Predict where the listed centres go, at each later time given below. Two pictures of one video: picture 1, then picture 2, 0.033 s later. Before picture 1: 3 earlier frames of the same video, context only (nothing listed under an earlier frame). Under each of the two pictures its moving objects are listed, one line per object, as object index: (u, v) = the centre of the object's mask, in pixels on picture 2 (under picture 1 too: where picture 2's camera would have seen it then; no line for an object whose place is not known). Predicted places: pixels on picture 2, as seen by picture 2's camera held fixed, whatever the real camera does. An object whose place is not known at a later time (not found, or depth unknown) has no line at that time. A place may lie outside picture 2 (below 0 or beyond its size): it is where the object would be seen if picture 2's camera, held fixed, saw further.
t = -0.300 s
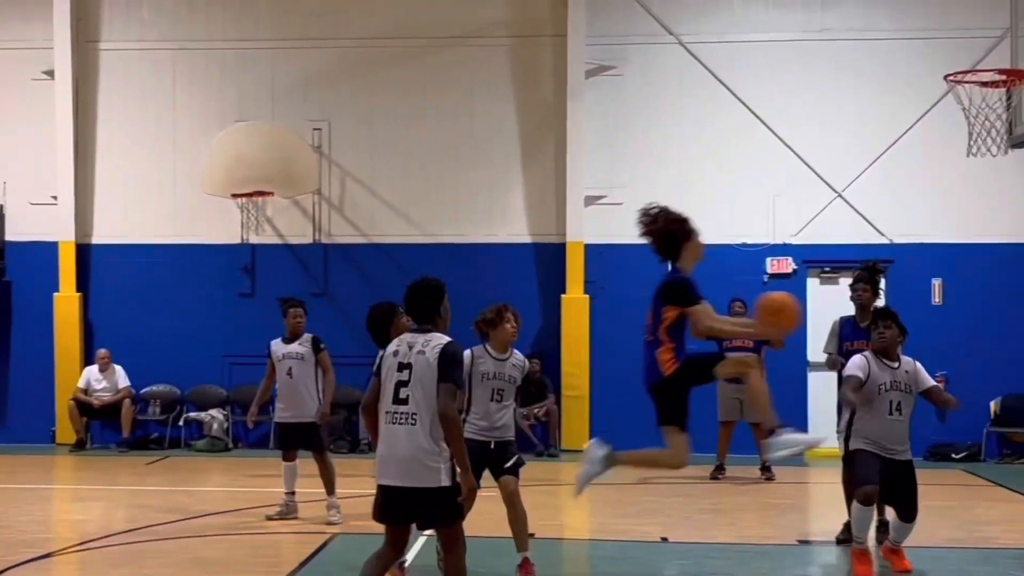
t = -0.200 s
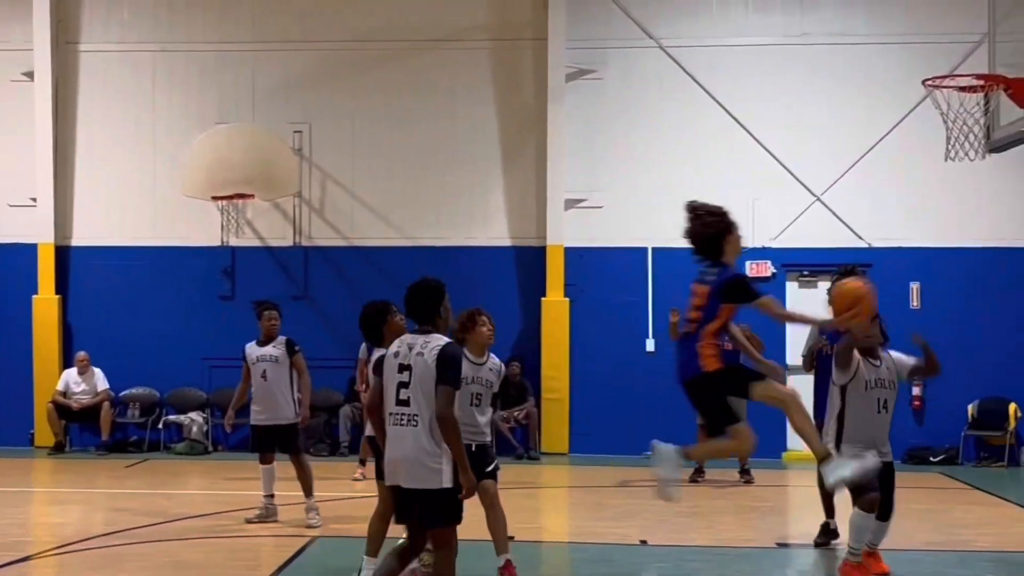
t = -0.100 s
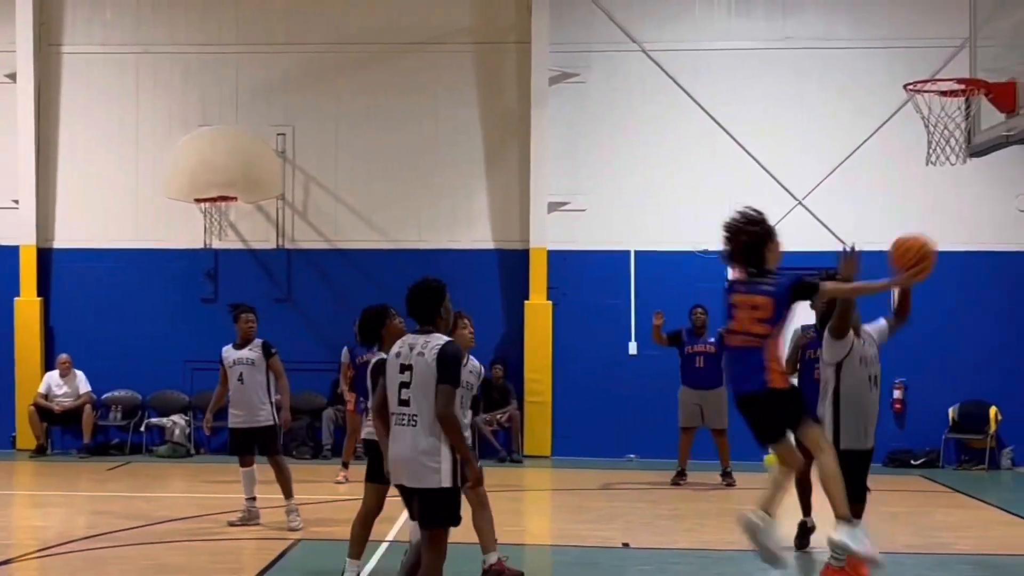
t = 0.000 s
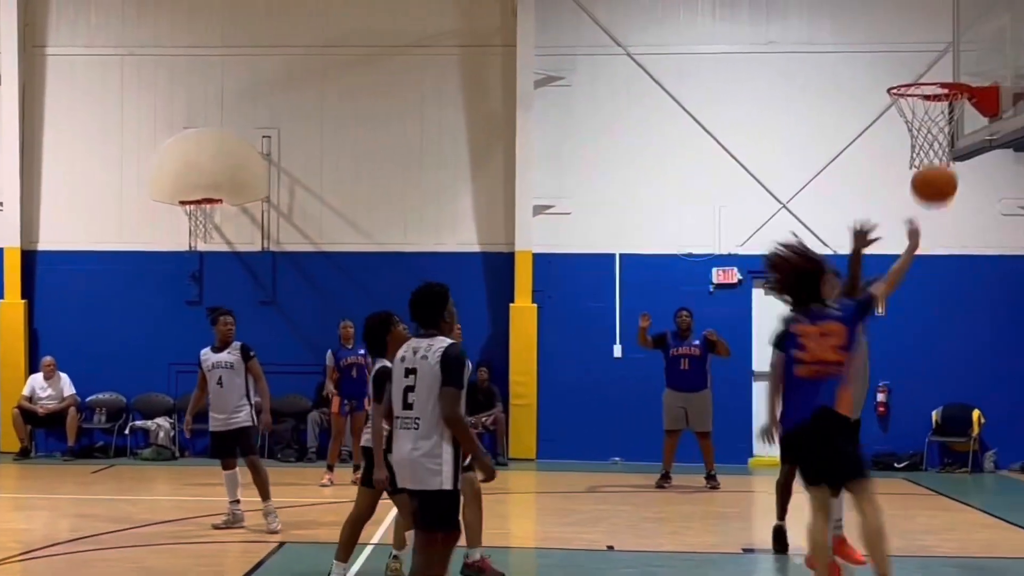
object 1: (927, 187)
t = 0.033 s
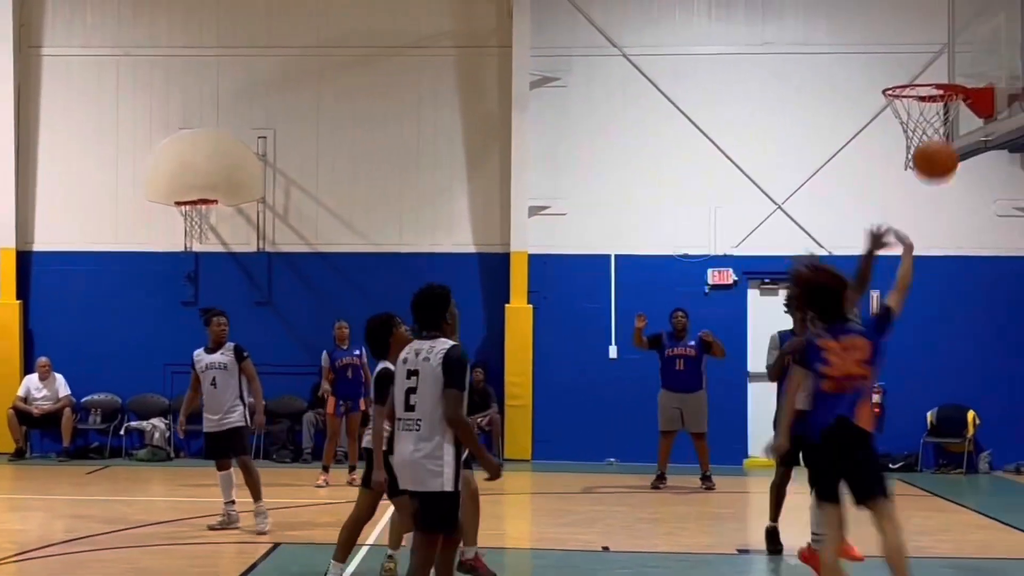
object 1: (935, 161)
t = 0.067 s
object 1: (943, 138)
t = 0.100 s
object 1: (949, 114)
